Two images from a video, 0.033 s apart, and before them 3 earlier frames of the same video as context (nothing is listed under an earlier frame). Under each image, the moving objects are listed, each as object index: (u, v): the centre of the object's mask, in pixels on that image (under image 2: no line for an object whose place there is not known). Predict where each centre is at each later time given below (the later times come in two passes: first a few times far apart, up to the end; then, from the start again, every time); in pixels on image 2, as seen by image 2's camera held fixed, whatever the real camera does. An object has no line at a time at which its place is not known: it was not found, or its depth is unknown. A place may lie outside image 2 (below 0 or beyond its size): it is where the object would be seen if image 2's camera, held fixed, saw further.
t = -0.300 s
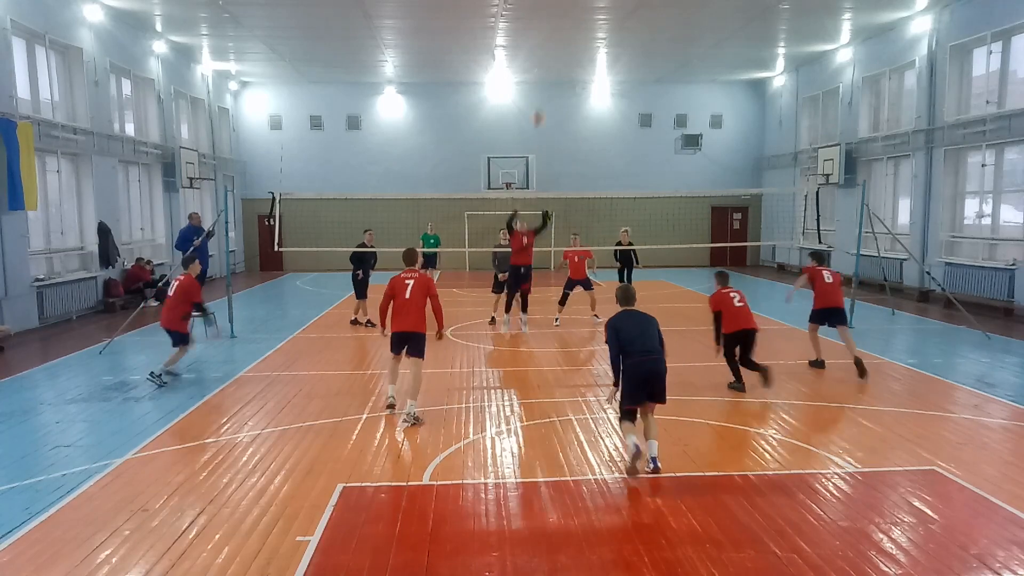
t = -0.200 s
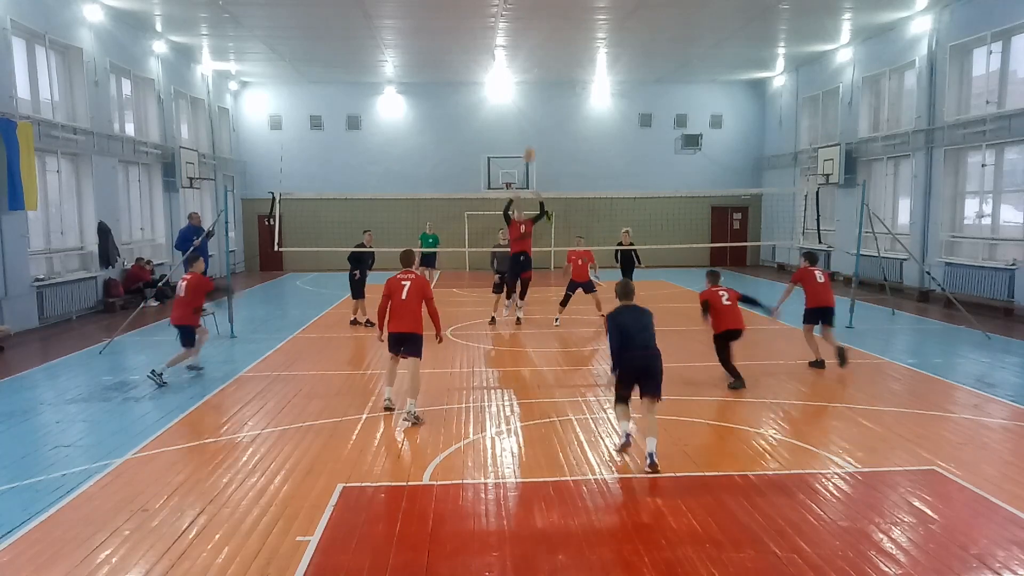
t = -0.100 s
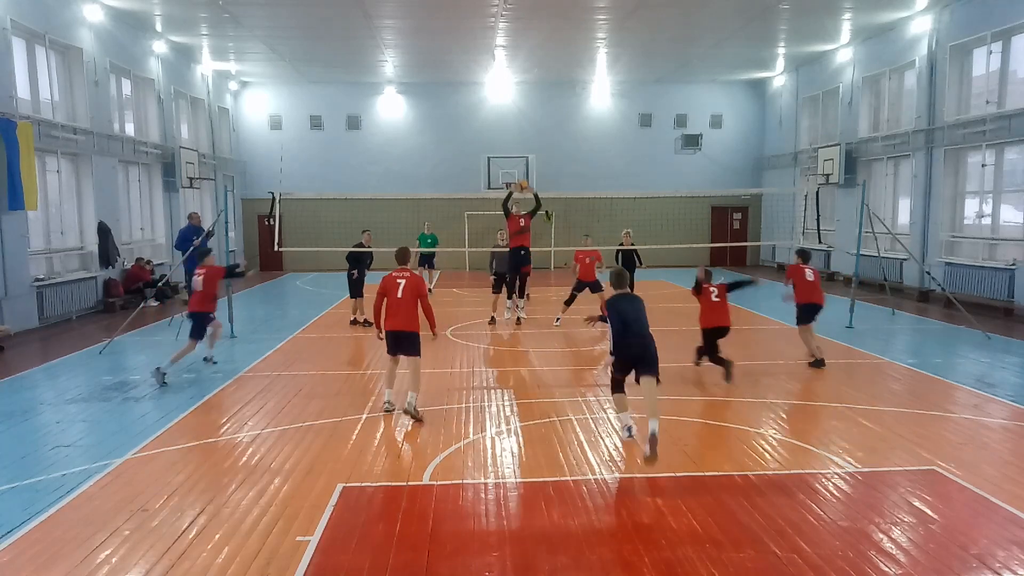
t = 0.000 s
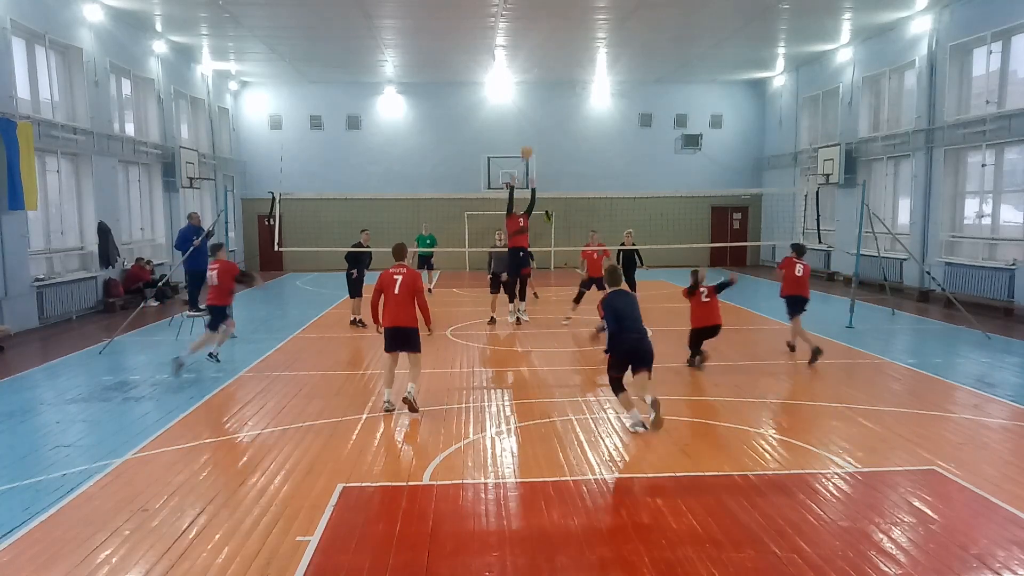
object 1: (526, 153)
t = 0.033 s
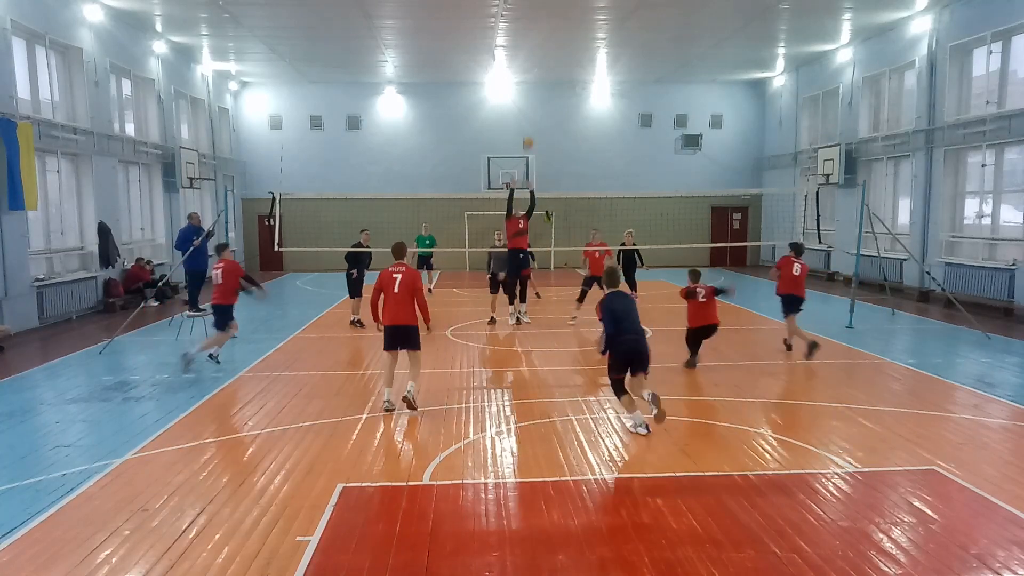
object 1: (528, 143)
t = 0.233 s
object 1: (538, 92)
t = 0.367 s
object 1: (545, 71)
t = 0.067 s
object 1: (529, 133)
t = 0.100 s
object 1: (532, 124)
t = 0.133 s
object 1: (533, 115)
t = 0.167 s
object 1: (535, 107)
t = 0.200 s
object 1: (536, 99)
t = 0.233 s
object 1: (538, 92)
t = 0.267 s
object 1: (540, 86)
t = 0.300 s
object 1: (542, 80)
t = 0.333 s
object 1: (543, 75)
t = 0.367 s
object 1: (545, 71)
